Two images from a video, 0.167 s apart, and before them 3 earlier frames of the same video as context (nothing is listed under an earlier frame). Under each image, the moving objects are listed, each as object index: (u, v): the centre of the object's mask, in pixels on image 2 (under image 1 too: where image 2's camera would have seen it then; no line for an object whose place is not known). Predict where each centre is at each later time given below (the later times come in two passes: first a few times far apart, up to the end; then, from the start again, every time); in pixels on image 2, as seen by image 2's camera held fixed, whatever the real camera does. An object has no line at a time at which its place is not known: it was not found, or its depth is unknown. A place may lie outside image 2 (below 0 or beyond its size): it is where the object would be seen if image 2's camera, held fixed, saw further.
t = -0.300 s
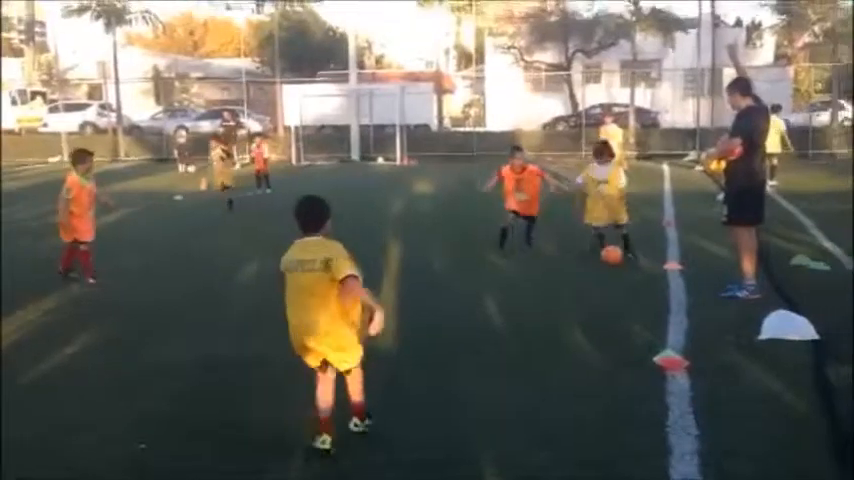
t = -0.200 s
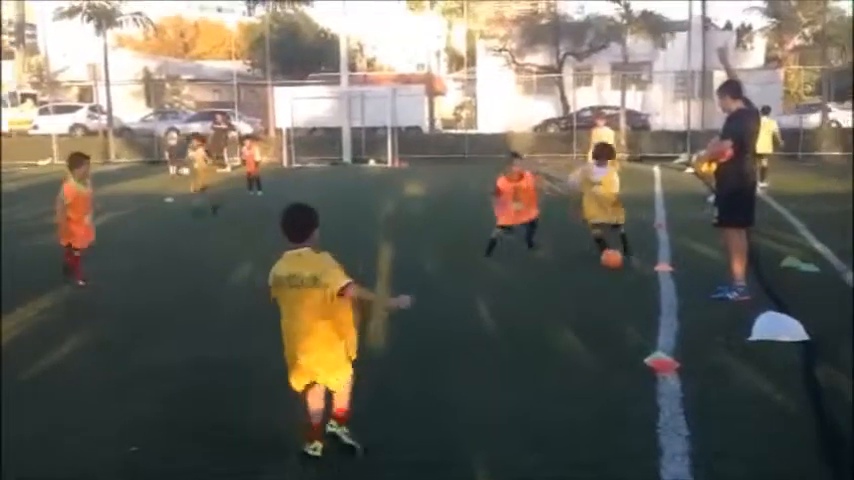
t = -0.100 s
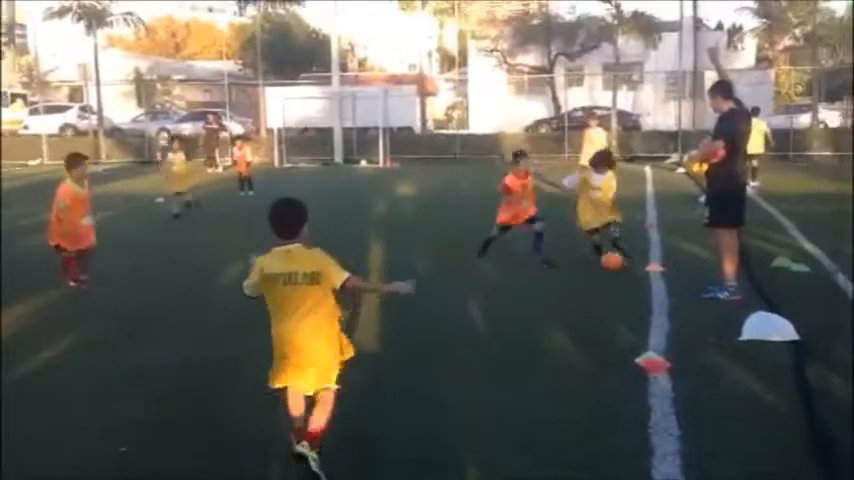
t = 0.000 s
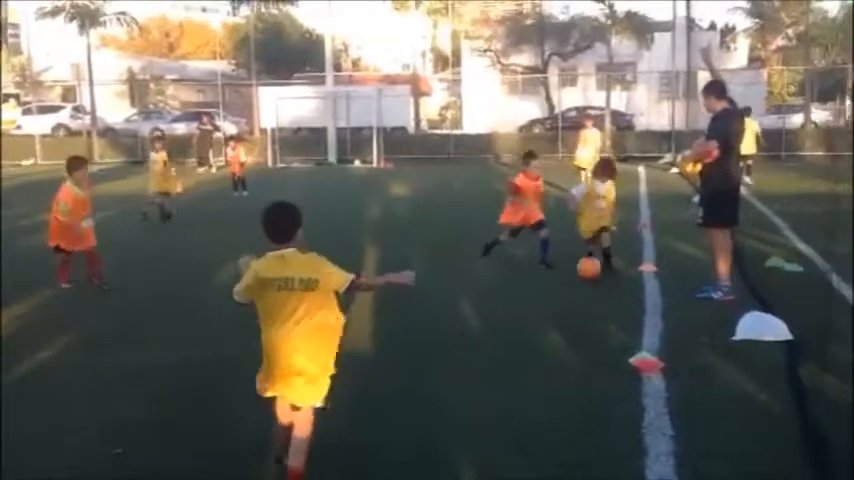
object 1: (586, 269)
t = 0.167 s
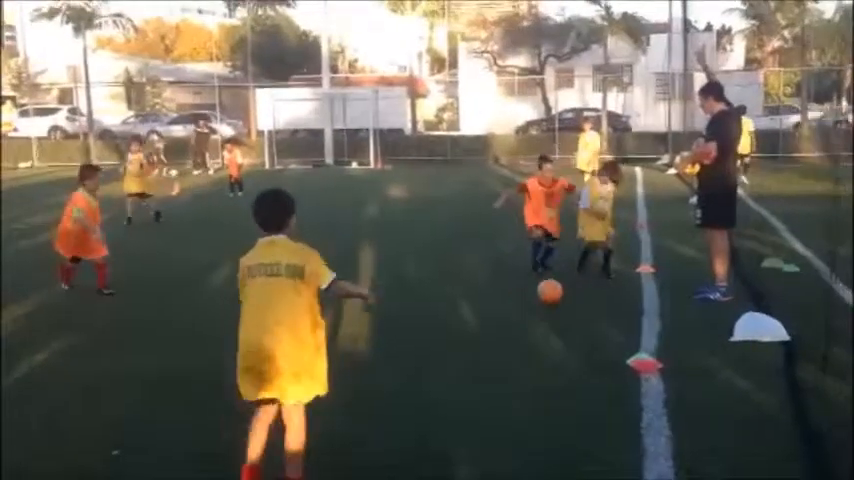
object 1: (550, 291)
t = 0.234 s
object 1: (534, 301)
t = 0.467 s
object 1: (485, 330)
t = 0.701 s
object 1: (437, 361)
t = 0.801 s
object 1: (413, 376)
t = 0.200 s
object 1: (542, 297)
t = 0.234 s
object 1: (534, 301)
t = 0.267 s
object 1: (527, 304)
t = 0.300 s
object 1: (520, 308)
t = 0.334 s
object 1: (512, 314)
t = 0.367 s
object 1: (505, 317)
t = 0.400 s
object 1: (499, 321)
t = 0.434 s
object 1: (491, 327)
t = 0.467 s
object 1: (485, 330)
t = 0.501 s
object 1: (478, 333)
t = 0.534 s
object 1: (472, 339)
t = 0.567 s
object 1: (464, 344)
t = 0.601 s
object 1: (458, 346)
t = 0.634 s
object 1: (451, 351)
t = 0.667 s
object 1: (444, 356)
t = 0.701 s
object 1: (437, 361)
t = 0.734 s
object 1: (429, 366)
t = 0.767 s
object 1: (421, 370)
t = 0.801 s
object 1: (413, 376)
